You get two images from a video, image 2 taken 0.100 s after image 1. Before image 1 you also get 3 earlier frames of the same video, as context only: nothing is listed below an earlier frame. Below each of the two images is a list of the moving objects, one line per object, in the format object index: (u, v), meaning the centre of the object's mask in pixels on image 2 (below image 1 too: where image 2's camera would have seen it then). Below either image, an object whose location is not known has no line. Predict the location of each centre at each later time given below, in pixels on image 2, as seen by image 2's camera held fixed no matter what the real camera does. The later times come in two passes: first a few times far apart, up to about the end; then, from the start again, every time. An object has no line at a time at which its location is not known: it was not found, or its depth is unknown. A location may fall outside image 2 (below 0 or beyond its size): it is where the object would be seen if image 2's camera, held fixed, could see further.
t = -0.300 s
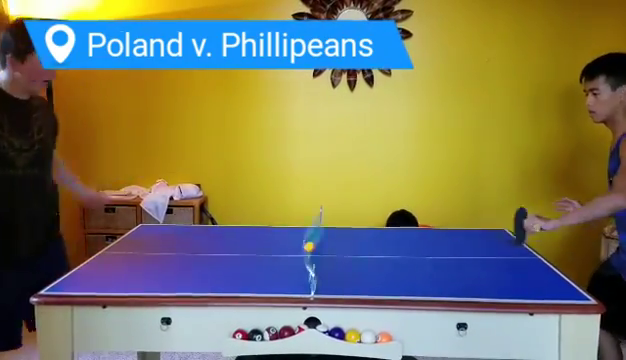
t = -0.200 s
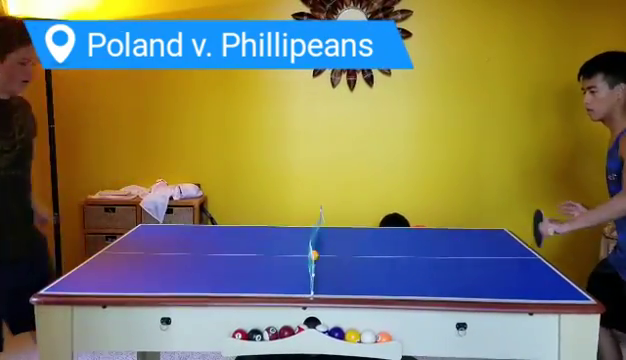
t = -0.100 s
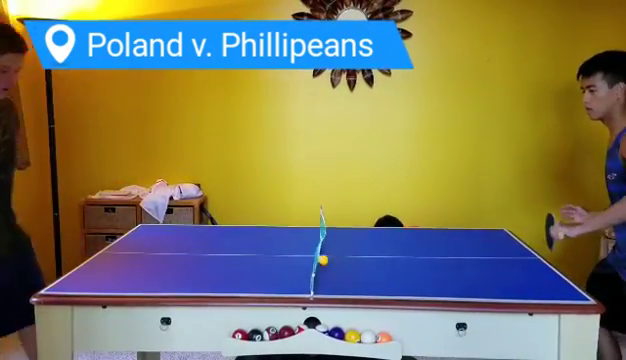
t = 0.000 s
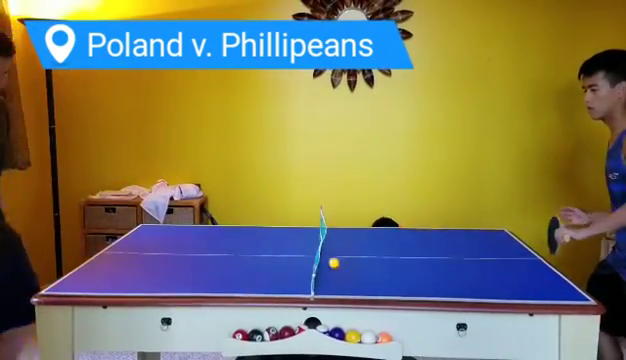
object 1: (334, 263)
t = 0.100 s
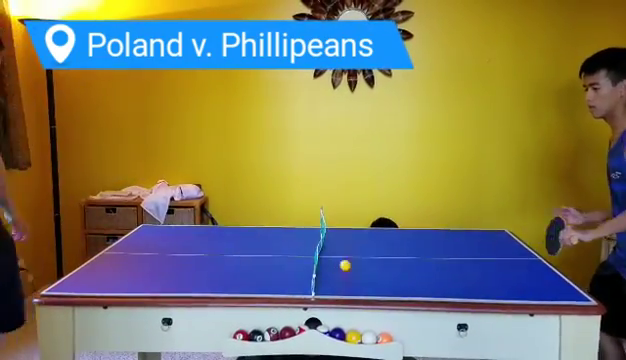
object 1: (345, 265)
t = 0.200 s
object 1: (356, 269)
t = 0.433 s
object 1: (382, 275)
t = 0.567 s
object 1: (398, 277)
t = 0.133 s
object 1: (348, 267)
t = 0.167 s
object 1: (352, 267)
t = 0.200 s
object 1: (356, 269)
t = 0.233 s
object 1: (359, 270)
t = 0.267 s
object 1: (363, 270)
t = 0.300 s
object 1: (367, 271)
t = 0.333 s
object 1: (371, 272)
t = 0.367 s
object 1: (374, 273)
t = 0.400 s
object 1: (378, 274)
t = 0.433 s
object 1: (382, 275)
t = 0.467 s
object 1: (386, 275)
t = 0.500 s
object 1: (390, 276)
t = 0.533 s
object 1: (393, 276)
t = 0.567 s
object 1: (398, 277)
